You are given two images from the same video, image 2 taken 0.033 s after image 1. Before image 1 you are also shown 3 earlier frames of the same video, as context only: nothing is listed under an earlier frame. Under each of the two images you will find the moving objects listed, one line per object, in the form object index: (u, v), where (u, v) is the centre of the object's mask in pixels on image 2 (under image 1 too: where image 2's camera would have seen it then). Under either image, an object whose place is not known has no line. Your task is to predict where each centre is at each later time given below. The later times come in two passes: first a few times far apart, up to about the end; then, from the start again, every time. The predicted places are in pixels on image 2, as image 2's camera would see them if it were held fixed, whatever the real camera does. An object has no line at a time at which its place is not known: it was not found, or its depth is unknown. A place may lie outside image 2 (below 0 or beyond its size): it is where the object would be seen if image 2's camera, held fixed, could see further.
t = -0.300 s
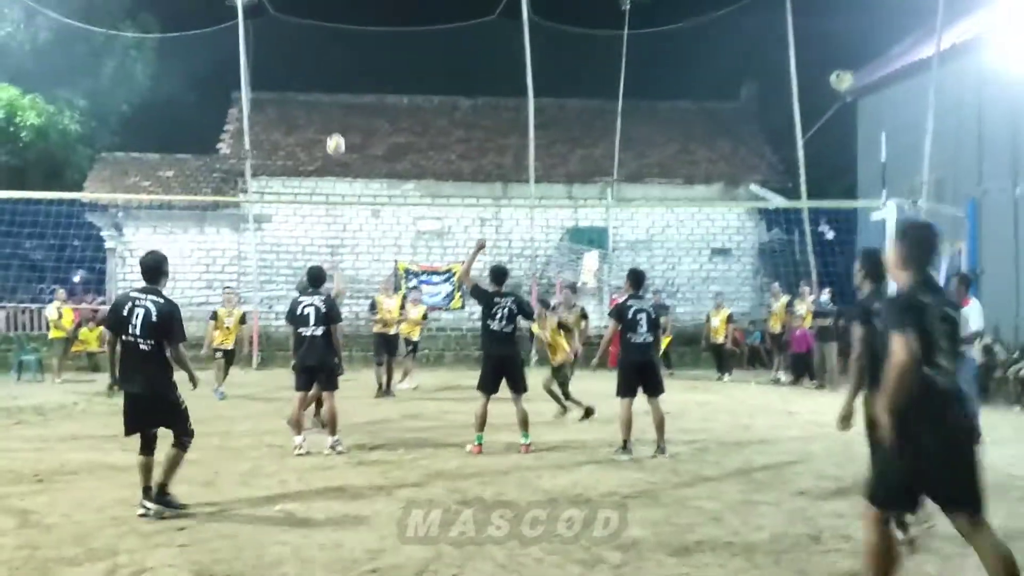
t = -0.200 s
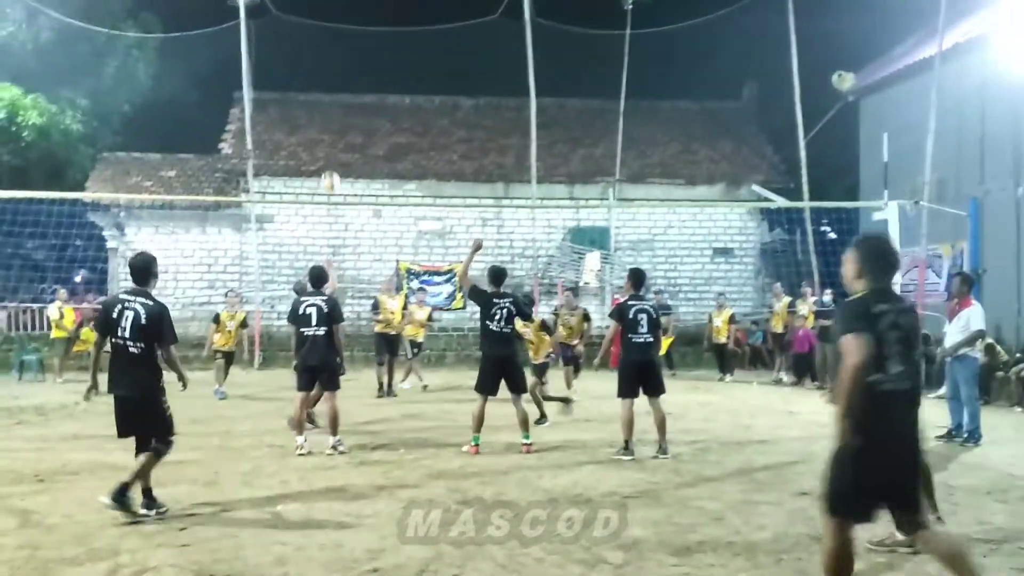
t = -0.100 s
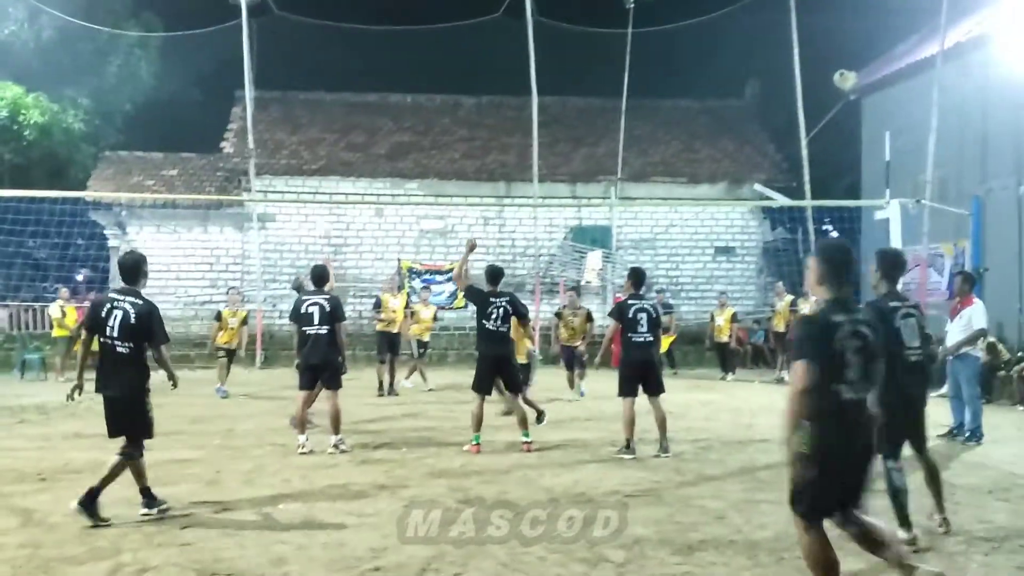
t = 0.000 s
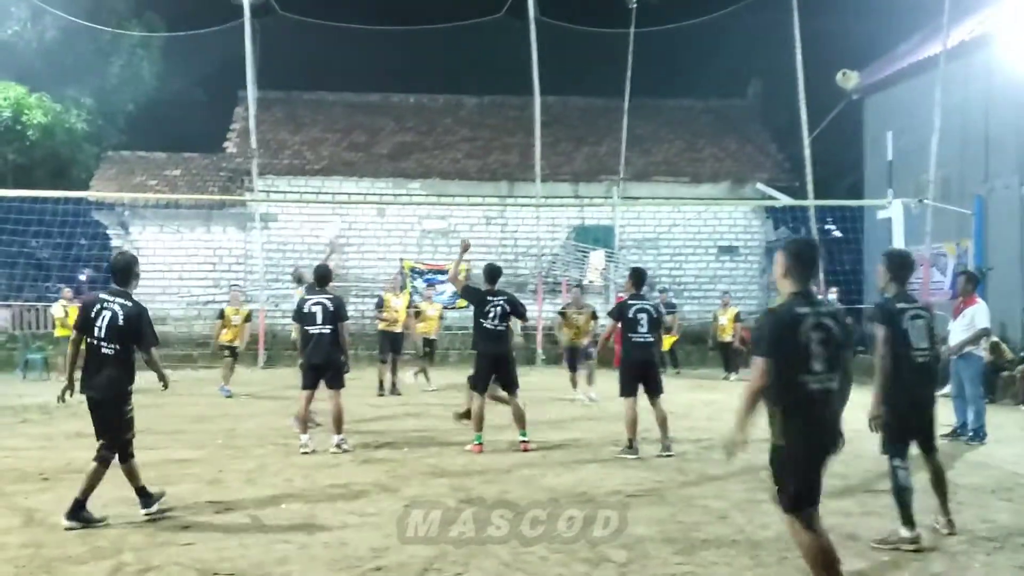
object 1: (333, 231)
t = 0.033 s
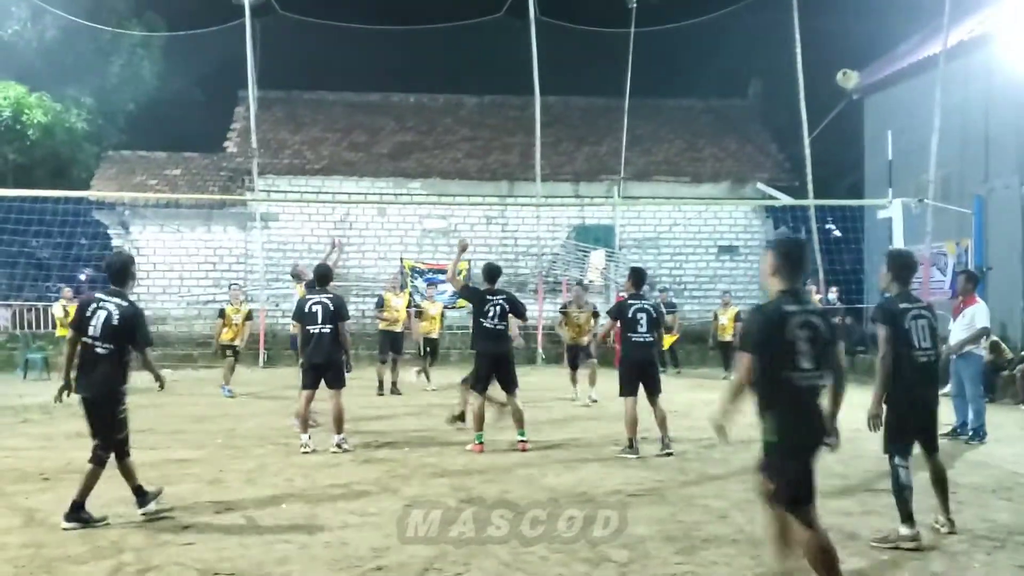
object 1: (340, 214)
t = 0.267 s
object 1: (401, 111)
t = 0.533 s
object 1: (467, 54)
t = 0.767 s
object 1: (522, 56)
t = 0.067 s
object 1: (349, 194)
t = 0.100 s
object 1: (360, 176)
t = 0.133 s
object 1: (368, 163)
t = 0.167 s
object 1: (376, 149)
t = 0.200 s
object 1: (384, 136)
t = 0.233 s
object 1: (393, 123)
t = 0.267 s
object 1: (401, 111)
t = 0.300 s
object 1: (410, 100)
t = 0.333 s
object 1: (418, 90)
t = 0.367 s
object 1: (426, 82)
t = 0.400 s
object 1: (434, 75)
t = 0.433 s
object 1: (443, 68)
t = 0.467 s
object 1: (451, 62)
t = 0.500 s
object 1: (459, 57)
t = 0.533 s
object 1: (467, 54)
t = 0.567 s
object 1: (475, 51)
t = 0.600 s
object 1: (484, 50)
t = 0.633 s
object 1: (492, 49)
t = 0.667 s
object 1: (500, 50)
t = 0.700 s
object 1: (508, 51)
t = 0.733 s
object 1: (516, 53)
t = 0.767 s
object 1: (522, 56)
